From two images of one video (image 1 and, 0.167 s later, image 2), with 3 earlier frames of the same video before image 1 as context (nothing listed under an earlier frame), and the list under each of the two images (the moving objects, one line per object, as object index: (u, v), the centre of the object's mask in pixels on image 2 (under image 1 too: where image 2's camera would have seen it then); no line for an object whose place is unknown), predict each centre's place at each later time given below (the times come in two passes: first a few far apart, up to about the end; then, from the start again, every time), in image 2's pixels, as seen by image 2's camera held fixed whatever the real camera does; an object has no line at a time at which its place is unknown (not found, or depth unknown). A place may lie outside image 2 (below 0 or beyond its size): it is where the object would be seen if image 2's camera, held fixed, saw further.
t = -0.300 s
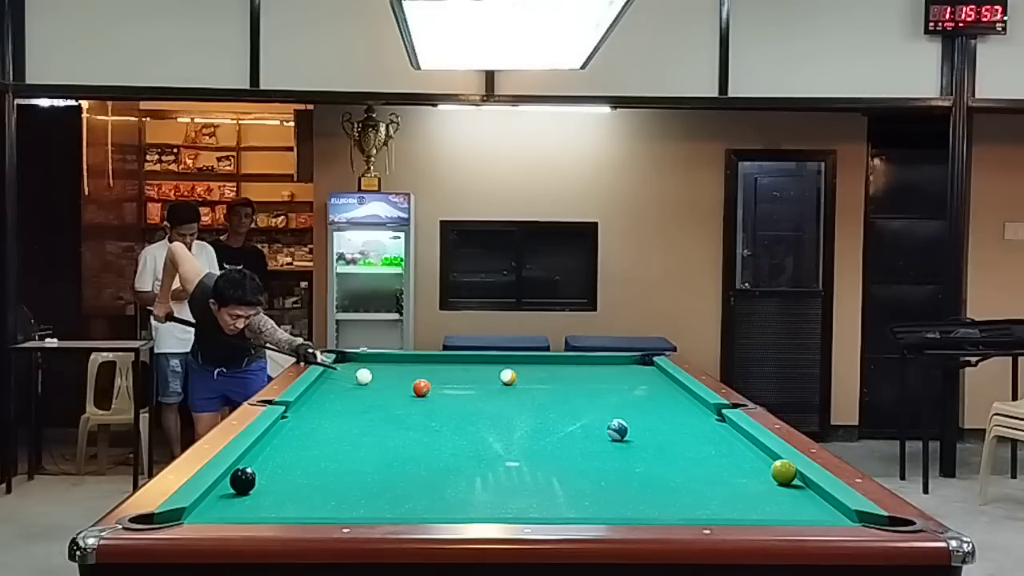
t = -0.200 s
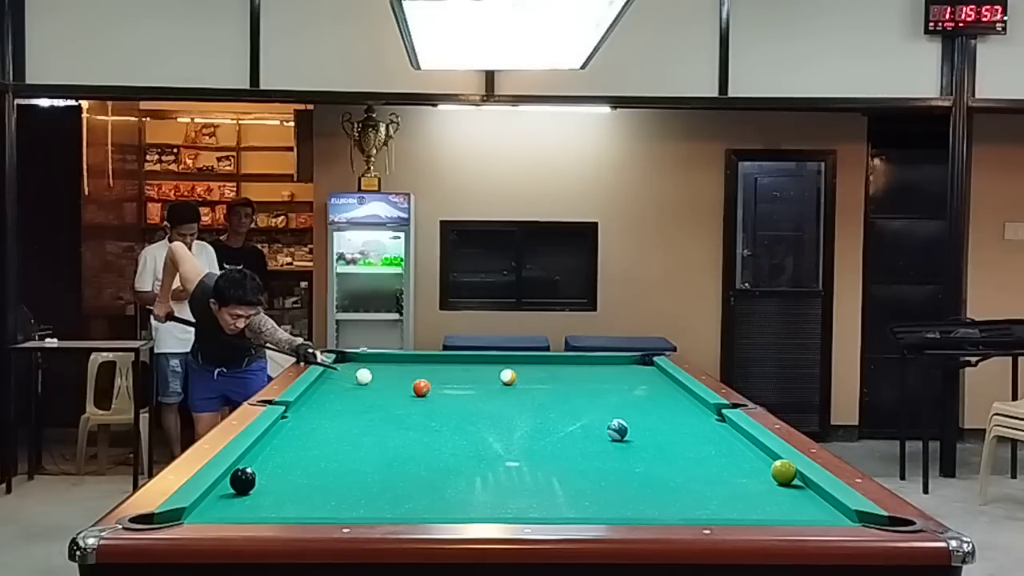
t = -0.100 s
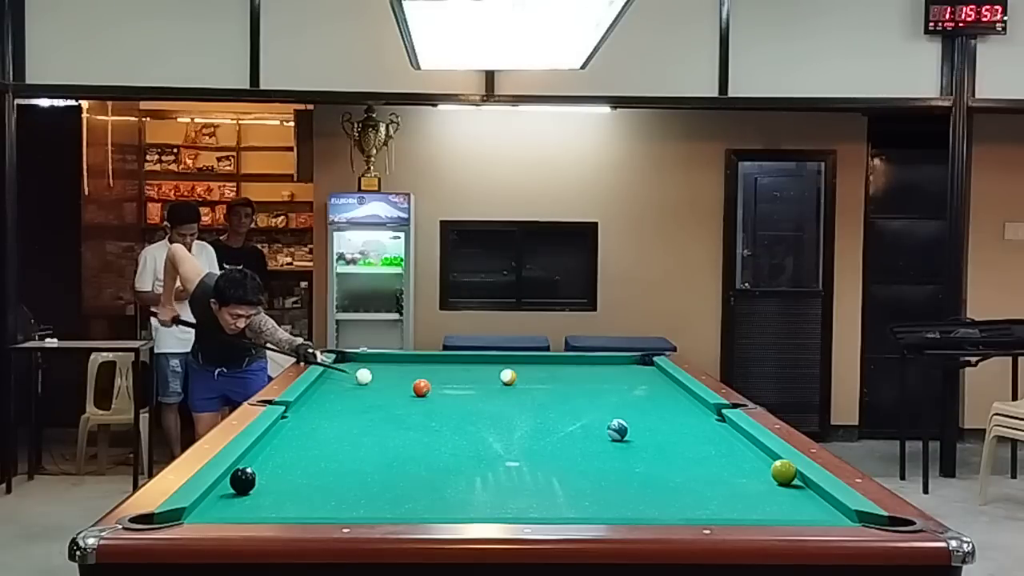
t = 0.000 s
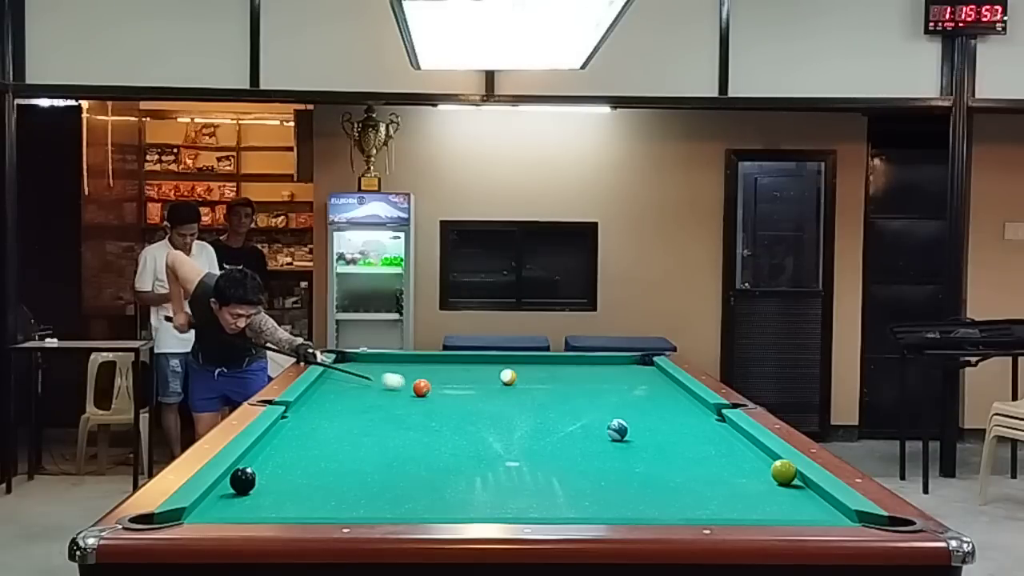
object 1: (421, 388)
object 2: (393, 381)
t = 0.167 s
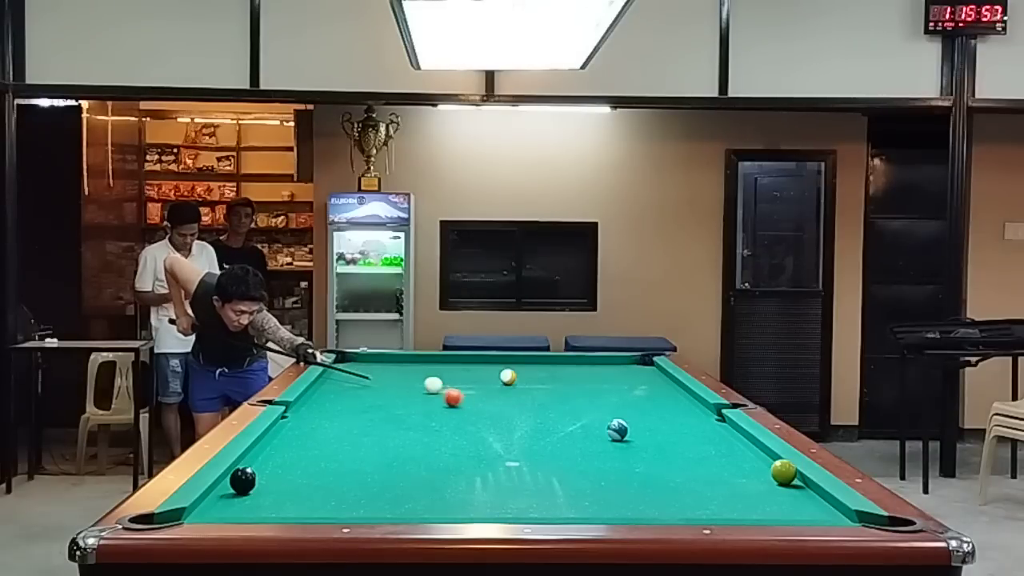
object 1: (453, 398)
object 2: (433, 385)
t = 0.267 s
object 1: (478, 406)
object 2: (448, 385)
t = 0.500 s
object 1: (535, 424)
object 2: (482, 385)
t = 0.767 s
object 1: (613, 449)
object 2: (520, 385)
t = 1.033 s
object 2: (555, 385)
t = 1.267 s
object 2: (584, 385)
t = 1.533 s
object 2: (615, 385)
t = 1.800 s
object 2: (645, 385)
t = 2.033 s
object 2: (669, 385)
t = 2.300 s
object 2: (665, 385)
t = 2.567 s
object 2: (651, 385)
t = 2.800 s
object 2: (640, 385)
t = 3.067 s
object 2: (630, 384)
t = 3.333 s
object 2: (621, 384)
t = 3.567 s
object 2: (615, 384)
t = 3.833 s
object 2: (610, 384)
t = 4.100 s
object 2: (607, 384)
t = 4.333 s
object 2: (606, 384)
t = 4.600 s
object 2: (606, 384)
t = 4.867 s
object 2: (606, 384)
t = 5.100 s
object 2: (606, 384)
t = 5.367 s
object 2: (606, 384)
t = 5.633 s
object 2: (606, 384)
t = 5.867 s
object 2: (606, 384)
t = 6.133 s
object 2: (606, 384)
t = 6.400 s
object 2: (606, 384)
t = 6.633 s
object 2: (606, 384)
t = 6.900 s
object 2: (606, 384)
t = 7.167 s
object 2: (606, 384)
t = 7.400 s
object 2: (606, 384)
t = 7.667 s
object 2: (606, 384)
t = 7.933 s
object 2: (606, 384)
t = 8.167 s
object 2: (606, 384)
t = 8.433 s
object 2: (606, 384)
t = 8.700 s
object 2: (606, 384)
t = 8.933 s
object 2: (606, 384)
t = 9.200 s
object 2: (606, 384)
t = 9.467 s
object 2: (606, 384)
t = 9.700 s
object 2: (606, 384)
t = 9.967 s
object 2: (606, 384)
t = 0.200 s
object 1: (462, 400)
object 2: (438, 385)
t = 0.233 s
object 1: (470, 403)
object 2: (443, 385)
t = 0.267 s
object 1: (478, 406)
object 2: (448, 385)
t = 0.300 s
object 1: (486, 408)
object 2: (453, 385)
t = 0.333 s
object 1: (494, 410)
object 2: (458, 385)
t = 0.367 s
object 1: (502, 413)
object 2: (463, 385)
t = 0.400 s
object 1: (510, 416)
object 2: (468, 385)
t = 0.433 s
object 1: (518, 419)
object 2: (473, 385)
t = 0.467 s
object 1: (527, 421)
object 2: (478, 385)
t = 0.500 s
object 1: (535, 424)
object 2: (482, 385)
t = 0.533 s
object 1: (544, 427)
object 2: (487, 385)
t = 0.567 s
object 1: (553, 430)
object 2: (492, 385)
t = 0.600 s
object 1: (562, 433)
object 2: (496, 385)
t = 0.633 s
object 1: (572, 436)
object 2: (501, 385)
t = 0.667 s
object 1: (582, 439)
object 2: (506, 385)
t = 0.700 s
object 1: (592, 442)
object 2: (511, 385)
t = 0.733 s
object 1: (602, 446)
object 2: (516, 385)
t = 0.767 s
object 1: (613, 449)
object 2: (520, 385)
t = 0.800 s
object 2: (524, 385)
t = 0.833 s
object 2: (529, 385)
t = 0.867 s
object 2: (533, 385)
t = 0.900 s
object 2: (538, 385)
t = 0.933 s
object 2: (542, 385)
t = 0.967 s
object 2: (546, 385)
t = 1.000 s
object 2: (551, 385)
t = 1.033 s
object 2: (555, 385)
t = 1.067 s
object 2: (559, 385)
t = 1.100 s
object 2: (563, 385)
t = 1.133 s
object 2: (567, 385)
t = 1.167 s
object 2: (571, 385)
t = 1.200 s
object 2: (576, 385)
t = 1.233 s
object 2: (580, 385)
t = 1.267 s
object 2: (584, 385)
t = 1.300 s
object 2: (588, 385)
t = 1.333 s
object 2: (592, 385)
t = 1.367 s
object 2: (596, 385)
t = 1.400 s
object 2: (600, 385)
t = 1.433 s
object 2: (603, 385)
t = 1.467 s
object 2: (607, 385)
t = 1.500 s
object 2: (611, 385)
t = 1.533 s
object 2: (615, 385)
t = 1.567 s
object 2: (619, 385)
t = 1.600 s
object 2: (623, 385)
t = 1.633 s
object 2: (627, 385)
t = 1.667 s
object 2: (630, 385)
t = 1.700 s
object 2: (634, 385)
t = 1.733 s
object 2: (637, 385)
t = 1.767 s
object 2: (641, 385)
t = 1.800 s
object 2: (645, 385)
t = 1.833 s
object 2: (648, 385)
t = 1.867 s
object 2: (652, 385)
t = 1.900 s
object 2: (656, 385)
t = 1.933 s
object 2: (659, 385)
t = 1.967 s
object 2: (662, 385)
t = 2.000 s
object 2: (666, 385)
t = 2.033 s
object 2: (669, 385)
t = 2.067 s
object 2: (672, 385)
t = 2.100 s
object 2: (675, 385)
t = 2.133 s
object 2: (675, 385)
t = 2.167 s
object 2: (673, 385)
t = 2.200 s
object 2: (671, 385)
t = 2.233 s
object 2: (669, 385)
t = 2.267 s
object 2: (667, 385)
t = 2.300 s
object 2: (665, 385)
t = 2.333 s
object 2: (663, 385)
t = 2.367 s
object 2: (661, 385)
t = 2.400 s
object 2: (659, 385)
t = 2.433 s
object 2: (658, 385)
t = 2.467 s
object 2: (656, 385)
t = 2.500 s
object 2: (654, 385)
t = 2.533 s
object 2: (652, 385)
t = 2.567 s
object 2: (651, 385)
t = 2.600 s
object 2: (649, 385)
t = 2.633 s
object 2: (648, 385)
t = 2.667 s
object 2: (646, 385)
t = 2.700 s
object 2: (645, 385)
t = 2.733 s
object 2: (643, 385)
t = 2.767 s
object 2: (642, 385)
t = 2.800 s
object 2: (640, 385)
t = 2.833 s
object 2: (639, 385)
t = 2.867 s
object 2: (637, 385)
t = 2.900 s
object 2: (636, 384)
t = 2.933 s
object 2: (635, 384)
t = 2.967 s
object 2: (633, 385)
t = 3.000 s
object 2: (632, 384)
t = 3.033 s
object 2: (631, 384)
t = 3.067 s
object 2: (630, 384)
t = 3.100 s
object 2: (628, 384)
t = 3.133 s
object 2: (627, 384)
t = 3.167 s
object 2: (626, 384)
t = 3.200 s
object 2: (625, 384)
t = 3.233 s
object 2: (624, 385)
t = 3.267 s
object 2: (623, 385)
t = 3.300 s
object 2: (622, 384)
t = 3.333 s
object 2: (621, 384)
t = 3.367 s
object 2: (621, 384)
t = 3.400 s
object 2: (619, 384)
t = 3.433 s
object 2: (619, 384)
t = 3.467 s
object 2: (618, 384)
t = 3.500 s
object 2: (617, 384)
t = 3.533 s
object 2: (616, 384)
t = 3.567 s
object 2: (615, 384)
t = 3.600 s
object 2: (614, 384)
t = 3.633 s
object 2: (614, 384)
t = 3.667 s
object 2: (613, 384)
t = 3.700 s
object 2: (612, 384)
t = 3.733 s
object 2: (612, 384)
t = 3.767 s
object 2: (611, 384)
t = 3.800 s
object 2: (611, 384)
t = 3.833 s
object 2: (610, 384)
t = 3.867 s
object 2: (609, 384)
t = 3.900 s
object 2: (609, 384)
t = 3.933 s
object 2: (608, 384)
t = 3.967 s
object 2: (608, 384)
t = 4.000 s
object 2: (608, 384)
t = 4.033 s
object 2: (607, 384)
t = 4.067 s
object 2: (607, 384)
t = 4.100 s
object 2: (607, 384)
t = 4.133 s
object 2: (607, 384)
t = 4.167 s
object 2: (606, 384)
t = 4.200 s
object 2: (606, 384)
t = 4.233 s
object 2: (606, 384)
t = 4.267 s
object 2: (606, 384)
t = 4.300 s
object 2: (606, 384)
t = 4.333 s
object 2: (606, 384)
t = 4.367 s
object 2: (606, 384)
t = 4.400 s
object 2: (606, 384)
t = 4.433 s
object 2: (606, 384)
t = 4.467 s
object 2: (606, 384)
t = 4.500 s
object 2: (606, 384)
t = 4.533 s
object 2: (606, 384)
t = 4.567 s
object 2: (606, 384)
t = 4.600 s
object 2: (606, 384)
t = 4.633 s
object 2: (606, 384)
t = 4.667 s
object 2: (606, 384)
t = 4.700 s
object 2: (606, 384)
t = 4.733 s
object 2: (606, 384)
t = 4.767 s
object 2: (606, 384)
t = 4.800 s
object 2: (606, 384)
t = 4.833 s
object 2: (606, 384)
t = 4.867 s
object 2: (606, 384)
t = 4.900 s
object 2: (606, 384)
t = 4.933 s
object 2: (606, 384)
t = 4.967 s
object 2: (606, 384)
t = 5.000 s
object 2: (606, 384)
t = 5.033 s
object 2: (606, 384)
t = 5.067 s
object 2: (606, 384)
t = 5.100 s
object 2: (606, 384)
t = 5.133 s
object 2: (606, 384)
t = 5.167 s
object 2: (606, 384)
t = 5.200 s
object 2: (606, 384)
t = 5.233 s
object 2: (606, 384)
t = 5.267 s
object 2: (606, 384)
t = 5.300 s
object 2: (606, 384)
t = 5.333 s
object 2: (606, 384)
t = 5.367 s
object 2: (606, 384)
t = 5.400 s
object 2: (606, 384)
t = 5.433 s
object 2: (606, 384)
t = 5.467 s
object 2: (606, 384)
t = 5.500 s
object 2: (606, 384)
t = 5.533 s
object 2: (606, 384)
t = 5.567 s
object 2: (606, 384)
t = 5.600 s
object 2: (606, 384)
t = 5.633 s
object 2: (606, 384)
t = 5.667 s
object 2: (606, 384)
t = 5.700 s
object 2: (606, 384)
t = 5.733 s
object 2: (606, 384)
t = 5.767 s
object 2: (606, 384)
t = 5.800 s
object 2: (606, 384)
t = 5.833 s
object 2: (606, 384)
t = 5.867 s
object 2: (606, 384)
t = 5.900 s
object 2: (606, 384)
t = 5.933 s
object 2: (606, 384)
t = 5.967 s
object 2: (606, 384)
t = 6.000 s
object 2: (606, 384)
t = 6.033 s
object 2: (606, 384)
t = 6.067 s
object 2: (606, 384)
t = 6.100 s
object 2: (606, 384)
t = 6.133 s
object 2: (606, 384)
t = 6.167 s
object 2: (606, 384)
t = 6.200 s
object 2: (606, 384)
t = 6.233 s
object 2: (606, 384)
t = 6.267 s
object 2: (606, 384)
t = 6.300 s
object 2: (606, 384)
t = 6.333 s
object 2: (606, 384)
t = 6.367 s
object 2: (606, 384)
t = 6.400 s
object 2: (606, 384)
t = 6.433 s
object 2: (606, 384)
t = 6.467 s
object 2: (606, 384)
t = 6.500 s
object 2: (606, 384)
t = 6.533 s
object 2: (606, 384)
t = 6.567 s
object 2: (606, 384)
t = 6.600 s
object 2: (606, 384)
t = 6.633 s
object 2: (606, 384)
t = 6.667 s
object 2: (606, 384)
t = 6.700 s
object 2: (606, 384)
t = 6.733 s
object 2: (606, 384)
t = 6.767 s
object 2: (606, 384)
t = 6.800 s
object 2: (606, 384)
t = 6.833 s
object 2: (606, 384)
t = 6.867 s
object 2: (606, 384)
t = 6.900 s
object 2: (606, 384)
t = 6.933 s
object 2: (606, 384)
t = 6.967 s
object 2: (606, 384)
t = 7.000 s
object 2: (606, 384)
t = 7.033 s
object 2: (606, 384)
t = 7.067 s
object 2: (606, 384)
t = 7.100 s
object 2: (606, 384)
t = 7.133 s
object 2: (606, 384)
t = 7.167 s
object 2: (606, 384)
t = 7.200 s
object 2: (606, 384)
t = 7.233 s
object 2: (606, 384)
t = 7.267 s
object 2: (606, 384)
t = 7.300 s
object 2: (606, 384)
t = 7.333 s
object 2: (606, 384)
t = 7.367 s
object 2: (606, 384)
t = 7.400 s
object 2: (606, 384)
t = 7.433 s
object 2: (606, 384)
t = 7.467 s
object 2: (606, 384)
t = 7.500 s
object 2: (606, 384)
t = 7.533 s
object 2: (606, 384)
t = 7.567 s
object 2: (606, 384)
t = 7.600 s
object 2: (606, 384)
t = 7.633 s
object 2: (606, 384)
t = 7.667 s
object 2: (606, 384)
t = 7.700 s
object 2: (606, 384)
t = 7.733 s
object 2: (606, 384)
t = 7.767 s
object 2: (606, 384)
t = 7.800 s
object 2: (606, 384)
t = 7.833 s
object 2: (606, 384)
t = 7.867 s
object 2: (606, 384)
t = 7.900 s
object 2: (606, 384)
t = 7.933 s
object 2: (606, 384)
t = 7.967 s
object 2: (606, 384)
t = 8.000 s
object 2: (606, 384)
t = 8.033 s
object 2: (606, 384)
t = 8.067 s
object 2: (606, 384)
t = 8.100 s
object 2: (606, 384)
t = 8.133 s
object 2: (606, 384)
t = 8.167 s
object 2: (606, 384)
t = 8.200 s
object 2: (606, 384)
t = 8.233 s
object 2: (606, 384)
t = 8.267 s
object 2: (606, 384)
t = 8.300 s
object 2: (606, 384)
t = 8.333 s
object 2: (606, 384)
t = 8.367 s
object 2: (606, 384)
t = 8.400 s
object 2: (606, 384)
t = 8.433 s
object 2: (606, 384)
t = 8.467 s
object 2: (606, 384)
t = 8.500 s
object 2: (606, 384)
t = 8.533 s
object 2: (606, 384)
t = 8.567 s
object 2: (606, 384)
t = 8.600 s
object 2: (606, 384)
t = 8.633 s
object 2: (606, 384)
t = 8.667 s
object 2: (606, 384)
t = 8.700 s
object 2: (606, 384)
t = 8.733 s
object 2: (606, 384)
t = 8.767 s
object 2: (606, 384)
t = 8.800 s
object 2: (606, 384)
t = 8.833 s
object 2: (606, 384)
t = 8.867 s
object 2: (606, 384)
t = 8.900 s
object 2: (606, 384)
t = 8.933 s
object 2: (606, 384)
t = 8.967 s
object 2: (606, 384)
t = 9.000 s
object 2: (606, 384)
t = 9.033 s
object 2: (606, 384)
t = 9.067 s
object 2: (606, 384)
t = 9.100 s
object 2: (606, 384)
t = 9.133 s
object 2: (606, 384)
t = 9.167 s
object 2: (606, 384)
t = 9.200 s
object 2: (606, 384)
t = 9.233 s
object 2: (606, 384)
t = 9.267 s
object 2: (606, 384)
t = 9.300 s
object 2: (606, 384)
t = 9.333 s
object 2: (606, 384)
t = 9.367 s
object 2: (606, 384)
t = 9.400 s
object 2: (606, 384)
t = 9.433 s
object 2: (606, 384)
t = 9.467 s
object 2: (606, 384)
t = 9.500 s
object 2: (606, 384)
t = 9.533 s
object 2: (606, 384)
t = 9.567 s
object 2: (606, 384)
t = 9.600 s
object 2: (606, 384)
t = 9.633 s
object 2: (606, 384)
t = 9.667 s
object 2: (606, 384)
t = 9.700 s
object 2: (606, 384)
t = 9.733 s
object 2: (606, 384)
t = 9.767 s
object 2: (606, 384)
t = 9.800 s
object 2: (606, 384)
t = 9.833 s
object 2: (606, 384)
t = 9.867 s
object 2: (606, 384)
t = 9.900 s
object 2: (606, 384)
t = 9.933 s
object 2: (606, 384)
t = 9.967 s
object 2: (606, 384)
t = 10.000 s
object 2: (606, 384)
